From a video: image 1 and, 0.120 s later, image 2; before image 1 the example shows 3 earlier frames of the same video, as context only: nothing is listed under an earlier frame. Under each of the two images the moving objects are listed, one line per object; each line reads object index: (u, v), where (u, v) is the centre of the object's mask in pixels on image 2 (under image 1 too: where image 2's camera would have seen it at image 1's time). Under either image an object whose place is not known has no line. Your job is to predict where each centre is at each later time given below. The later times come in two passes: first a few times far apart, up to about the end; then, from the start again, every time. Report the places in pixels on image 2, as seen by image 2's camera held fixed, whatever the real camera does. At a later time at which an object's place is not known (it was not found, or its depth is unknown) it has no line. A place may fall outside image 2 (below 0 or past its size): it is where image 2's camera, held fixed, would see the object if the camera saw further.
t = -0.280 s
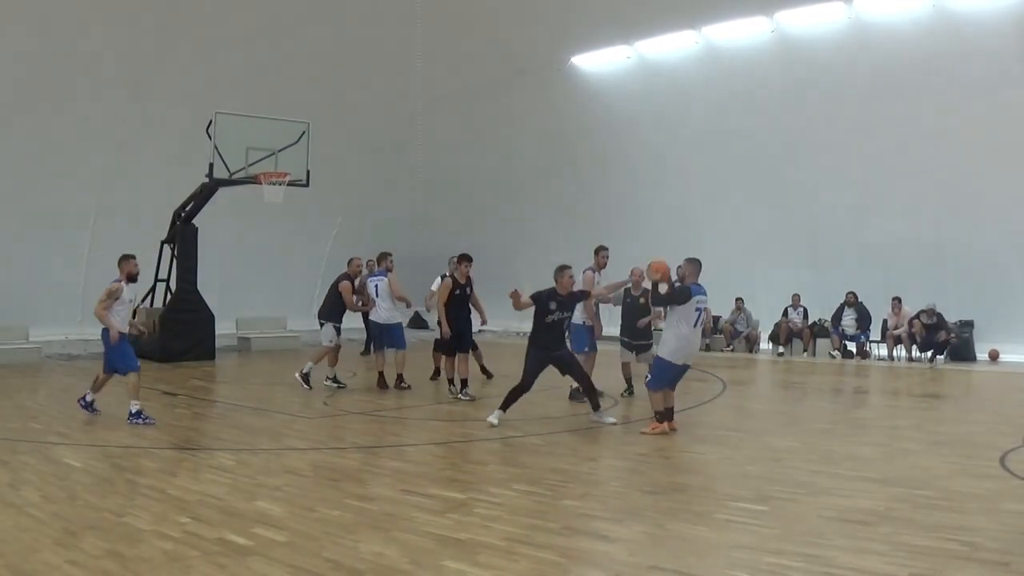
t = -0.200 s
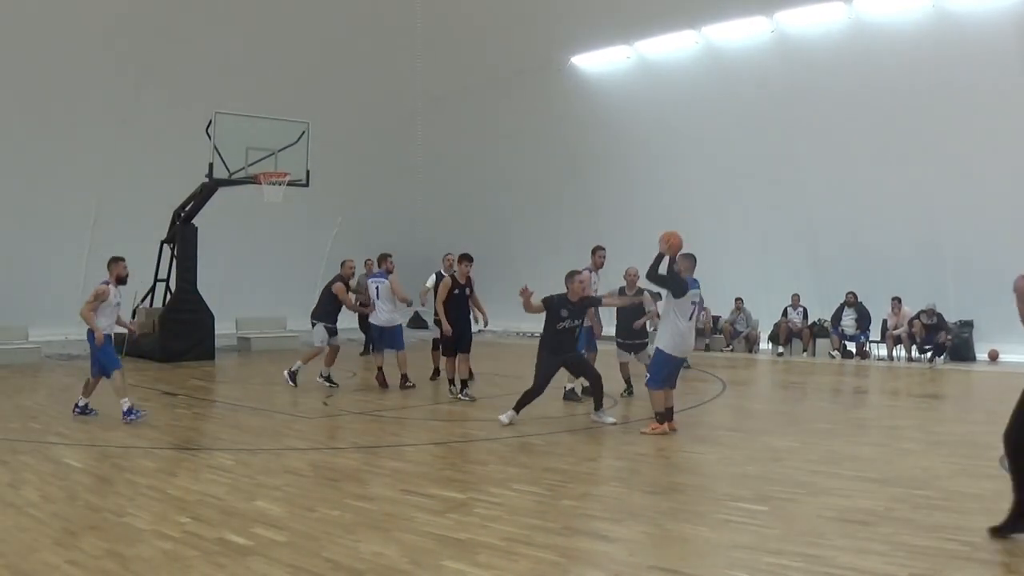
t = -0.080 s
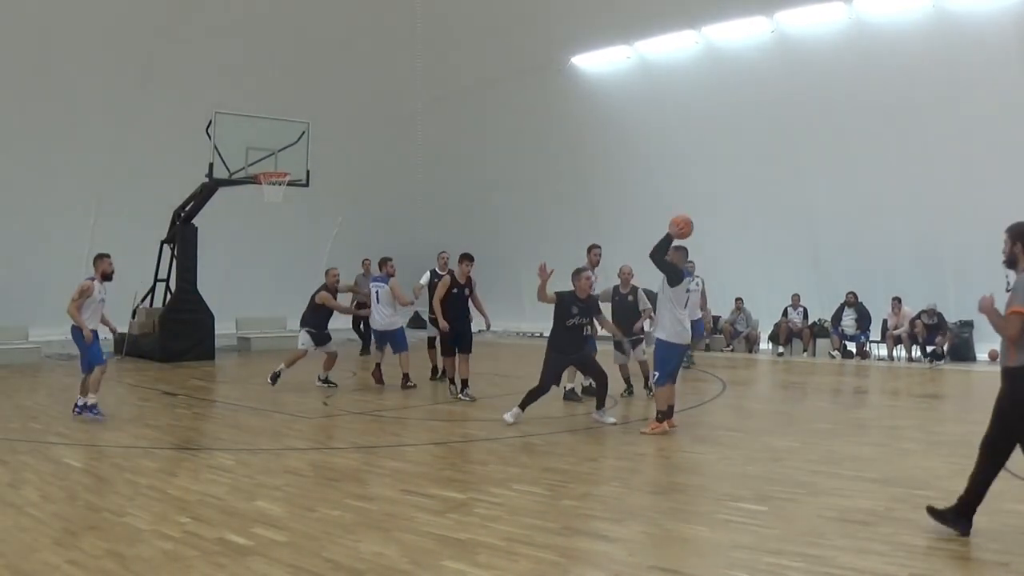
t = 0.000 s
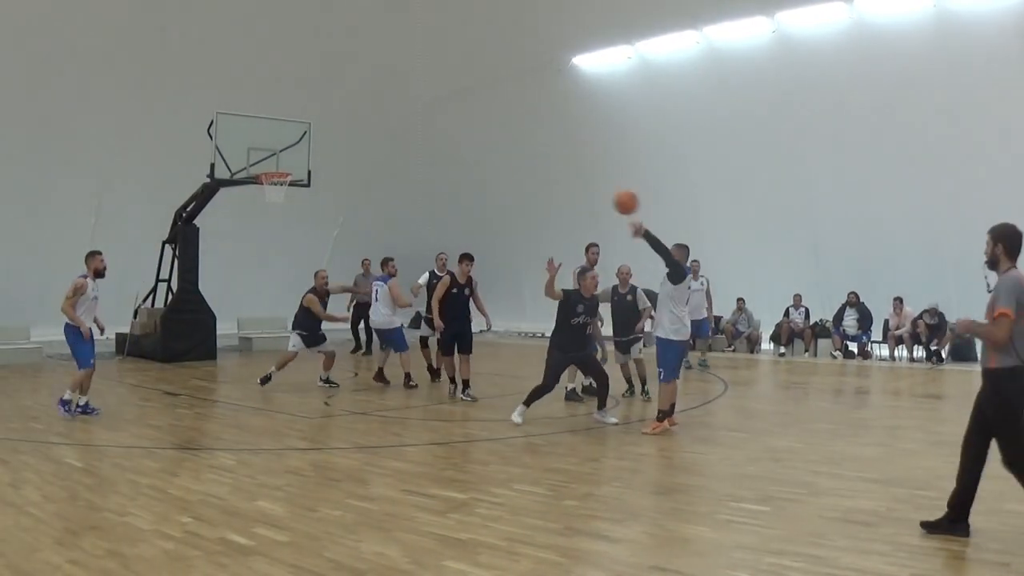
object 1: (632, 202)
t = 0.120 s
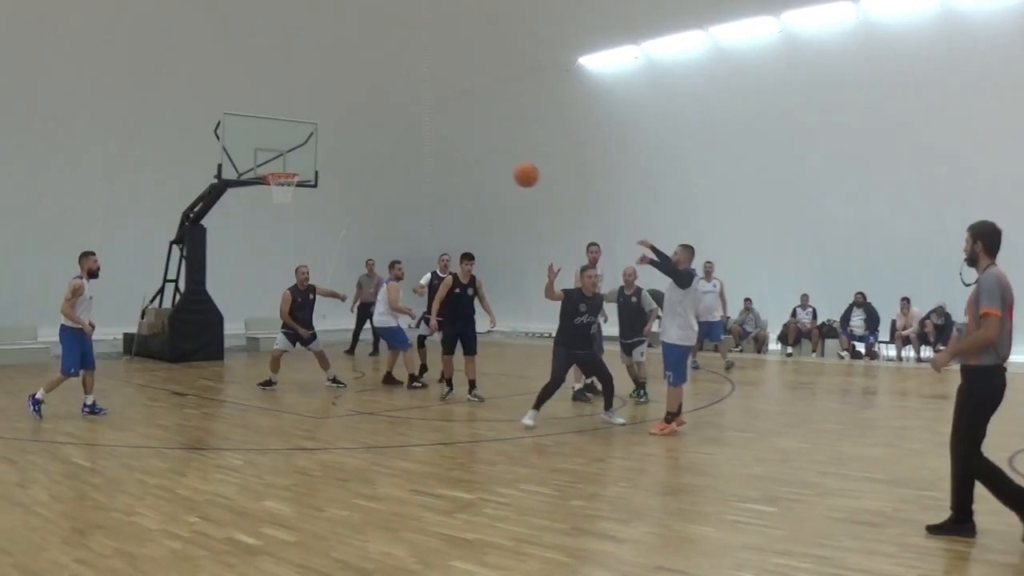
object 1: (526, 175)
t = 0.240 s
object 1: (424, 165)
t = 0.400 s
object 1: (299, 174)
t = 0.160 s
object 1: (491, 169)
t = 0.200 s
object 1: (457, 166)
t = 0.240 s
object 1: (424, 165)
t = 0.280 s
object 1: (392, 165)
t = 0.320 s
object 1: (360, 166)
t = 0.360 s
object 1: (329, 169)
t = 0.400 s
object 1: (299, 174)
